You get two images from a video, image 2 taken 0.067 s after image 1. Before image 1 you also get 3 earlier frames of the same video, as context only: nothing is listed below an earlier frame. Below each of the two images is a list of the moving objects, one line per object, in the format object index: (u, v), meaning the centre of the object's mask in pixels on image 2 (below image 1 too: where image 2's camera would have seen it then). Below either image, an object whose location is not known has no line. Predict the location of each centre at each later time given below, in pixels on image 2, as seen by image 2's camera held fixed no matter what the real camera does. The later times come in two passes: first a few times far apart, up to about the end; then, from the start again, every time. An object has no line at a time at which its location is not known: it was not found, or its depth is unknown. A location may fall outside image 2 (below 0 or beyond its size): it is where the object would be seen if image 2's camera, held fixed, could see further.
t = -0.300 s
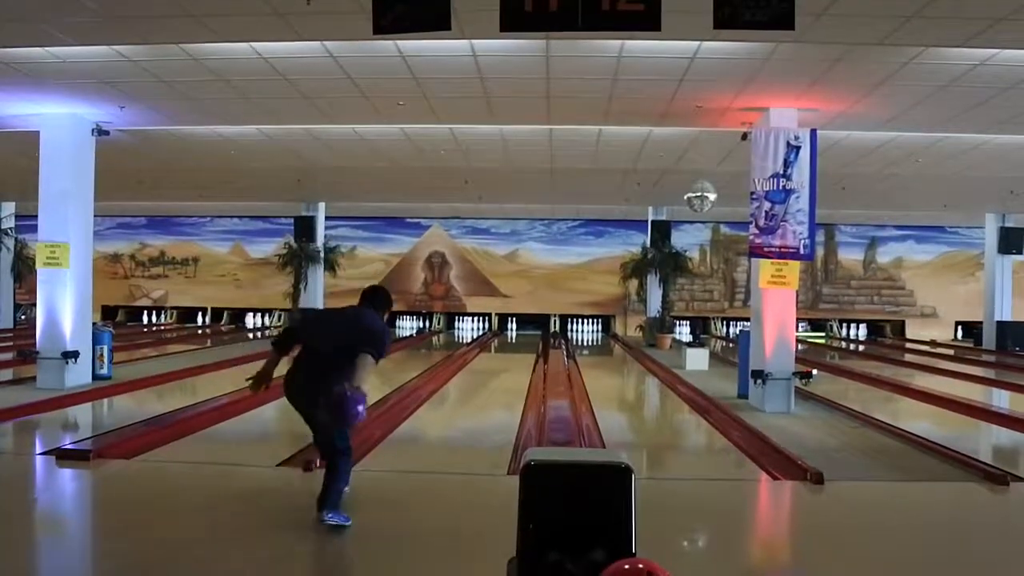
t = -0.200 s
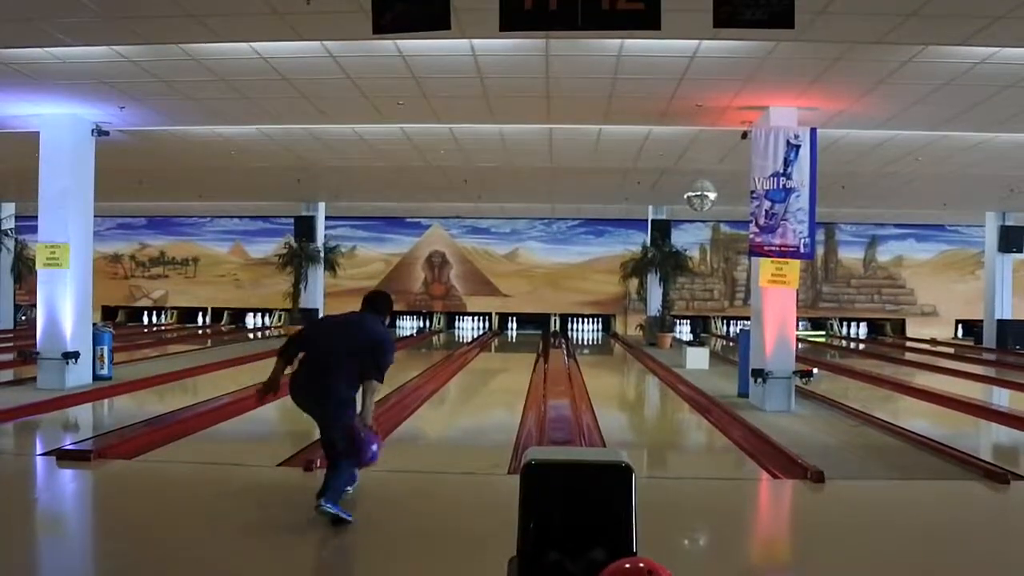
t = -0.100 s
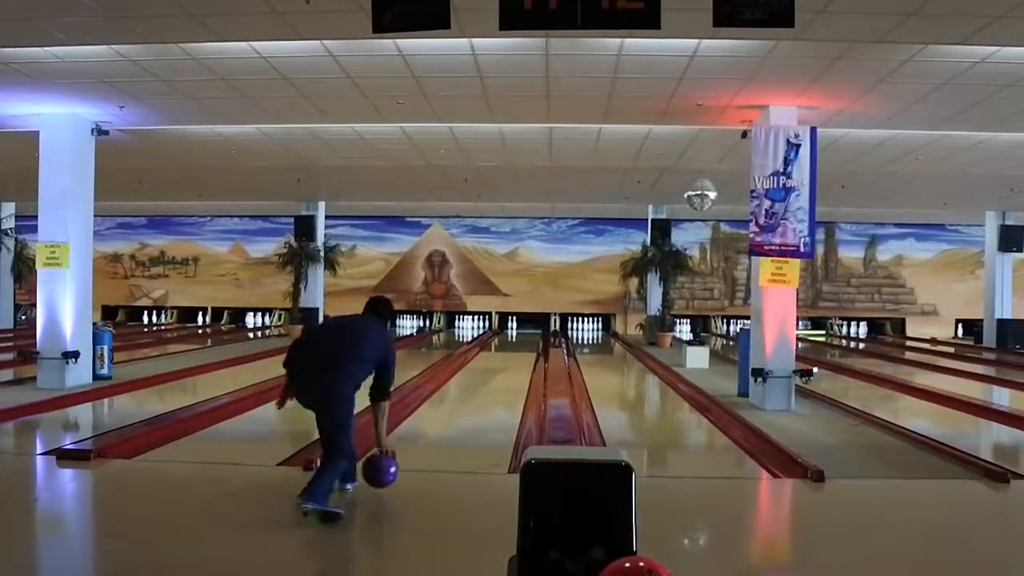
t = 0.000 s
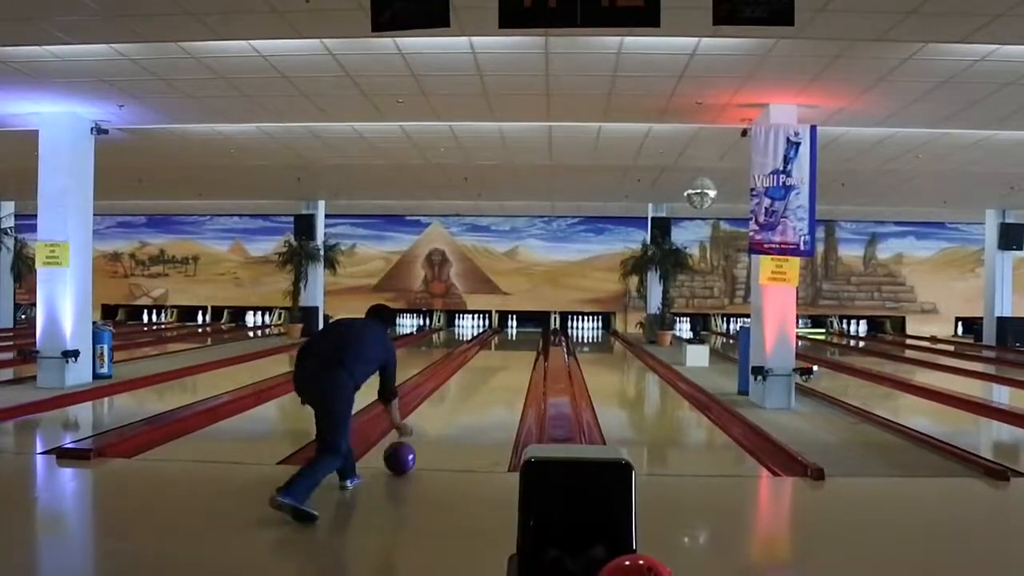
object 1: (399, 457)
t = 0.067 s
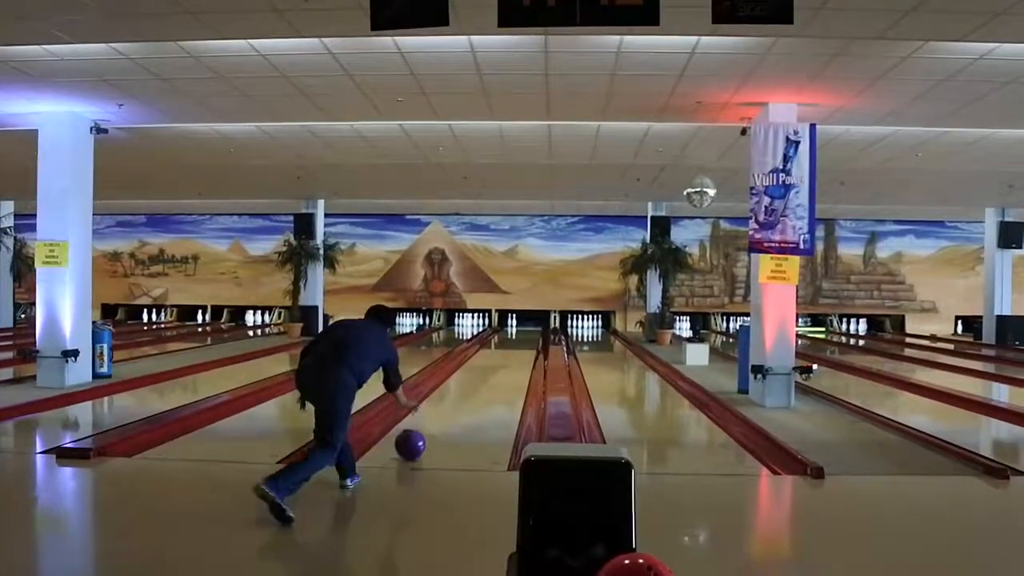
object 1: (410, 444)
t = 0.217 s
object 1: (429, 422)
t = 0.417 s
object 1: (447, 401)
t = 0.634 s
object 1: (460, 384)
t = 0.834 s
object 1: (470, 372)
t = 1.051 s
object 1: (479, 363)
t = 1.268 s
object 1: (485, 355)
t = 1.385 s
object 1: (488, 351)
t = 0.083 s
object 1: (412, 442)
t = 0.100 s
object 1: (415, 439)
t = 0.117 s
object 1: (417, 436)
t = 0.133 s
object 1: (419, 434)
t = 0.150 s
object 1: (421, 431)
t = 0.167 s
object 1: (423, 429)
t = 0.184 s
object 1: (425, 427)
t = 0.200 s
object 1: (427, 424)
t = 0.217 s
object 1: (429, 422)
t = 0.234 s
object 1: (430, 420)
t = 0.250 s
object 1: (432, 418)
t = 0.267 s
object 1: (434, 416)
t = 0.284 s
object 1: (435, 414)
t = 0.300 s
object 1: (437, 412)
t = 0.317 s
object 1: (438, 410)
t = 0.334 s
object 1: (440, 409)
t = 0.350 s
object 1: (441, 407)
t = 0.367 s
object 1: (443, 406)
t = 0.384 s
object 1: (444, 404)
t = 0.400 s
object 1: (445, 402)
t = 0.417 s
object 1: (447, 401)
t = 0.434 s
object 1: (448, 399)
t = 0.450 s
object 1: (449, 397)
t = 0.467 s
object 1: (450, 396)
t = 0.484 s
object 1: (451, 395)
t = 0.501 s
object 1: (452, 393)
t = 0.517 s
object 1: (454, 392)
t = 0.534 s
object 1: (454, 391)
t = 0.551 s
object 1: (456, 389)
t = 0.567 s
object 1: (457, 388)
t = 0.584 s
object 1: (458, 387)
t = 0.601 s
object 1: (459, 386)
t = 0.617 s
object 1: (459, 385)
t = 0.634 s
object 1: (460, 384)
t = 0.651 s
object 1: (461, 382)
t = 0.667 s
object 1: (462, 382)
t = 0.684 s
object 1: (464, 380)
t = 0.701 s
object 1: (464, 379)
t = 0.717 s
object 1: (465, 378)
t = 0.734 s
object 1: (465, 377)
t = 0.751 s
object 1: (466, 376)
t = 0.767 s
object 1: (467, 375)
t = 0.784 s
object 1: (468, 374)
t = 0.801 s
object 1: (469, 374)
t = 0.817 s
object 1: (469, 373)
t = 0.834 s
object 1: (470, 372)
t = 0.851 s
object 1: (471, 371)
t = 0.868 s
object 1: (471, 371)
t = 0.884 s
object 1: (472, 370)
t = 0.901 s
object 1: (473, 369)
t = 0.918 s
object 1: (473, 368)
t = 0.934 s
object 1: (474, 367)
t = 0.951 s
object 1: (475, 367)
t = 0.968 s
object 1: (476, 366)
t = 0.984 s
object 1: (476, 365)
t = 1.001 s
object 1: (477, 365)
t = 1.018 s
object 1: (478, 364)
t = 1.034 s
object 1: (478, 364)
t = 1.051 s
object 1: (479, 363)
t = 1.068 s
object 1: (479, 362)
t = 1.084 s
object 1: (480, 361)
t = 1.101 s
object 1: (480, 361)
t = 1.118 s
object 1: (481, 360)
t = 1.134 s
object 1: (482, 359)
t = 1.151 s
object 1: (482, 359)
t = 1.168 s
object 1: (483, 358)
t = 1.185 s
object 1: (483, 358)
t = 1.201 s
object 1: (483, 358)
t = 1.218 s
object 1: (484, 357)
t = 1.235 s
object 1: (484, 356)
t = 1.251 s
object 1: (485, 356)
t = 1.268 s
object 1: (485, 355)
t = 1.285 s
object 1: (486, 354)
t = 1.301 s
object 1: (486, 354)
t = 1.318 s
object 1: (487, 354)
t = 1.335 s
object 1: (487, 353)
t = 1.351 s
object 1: (487, 353)
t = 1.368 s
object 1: (488, 352)
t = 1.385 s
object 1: (488, 351)
